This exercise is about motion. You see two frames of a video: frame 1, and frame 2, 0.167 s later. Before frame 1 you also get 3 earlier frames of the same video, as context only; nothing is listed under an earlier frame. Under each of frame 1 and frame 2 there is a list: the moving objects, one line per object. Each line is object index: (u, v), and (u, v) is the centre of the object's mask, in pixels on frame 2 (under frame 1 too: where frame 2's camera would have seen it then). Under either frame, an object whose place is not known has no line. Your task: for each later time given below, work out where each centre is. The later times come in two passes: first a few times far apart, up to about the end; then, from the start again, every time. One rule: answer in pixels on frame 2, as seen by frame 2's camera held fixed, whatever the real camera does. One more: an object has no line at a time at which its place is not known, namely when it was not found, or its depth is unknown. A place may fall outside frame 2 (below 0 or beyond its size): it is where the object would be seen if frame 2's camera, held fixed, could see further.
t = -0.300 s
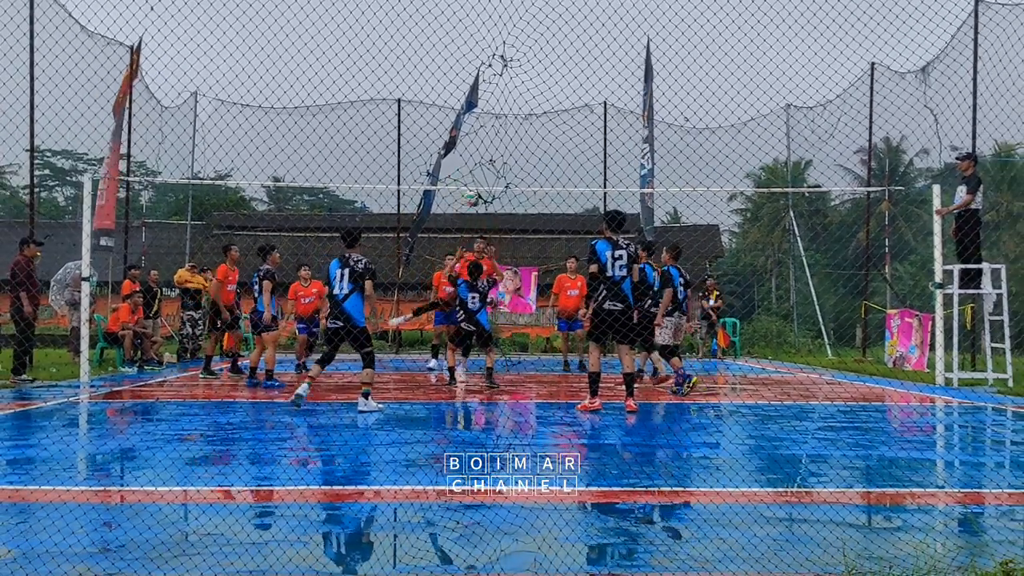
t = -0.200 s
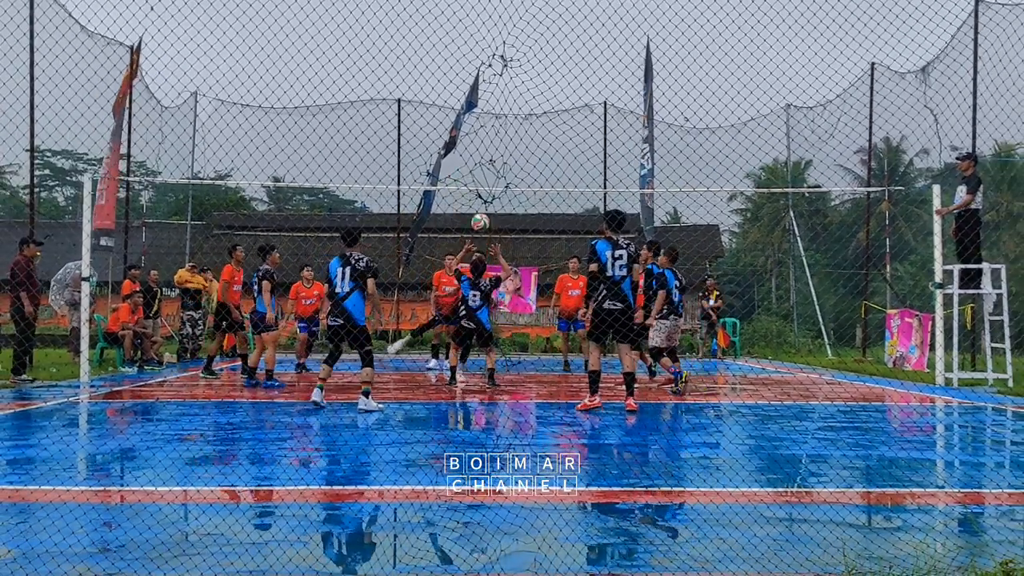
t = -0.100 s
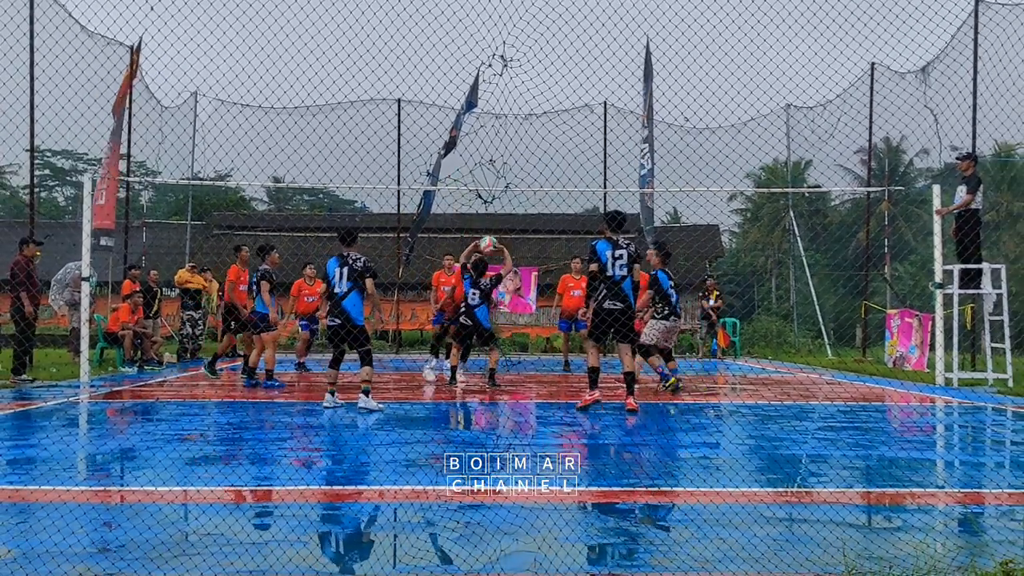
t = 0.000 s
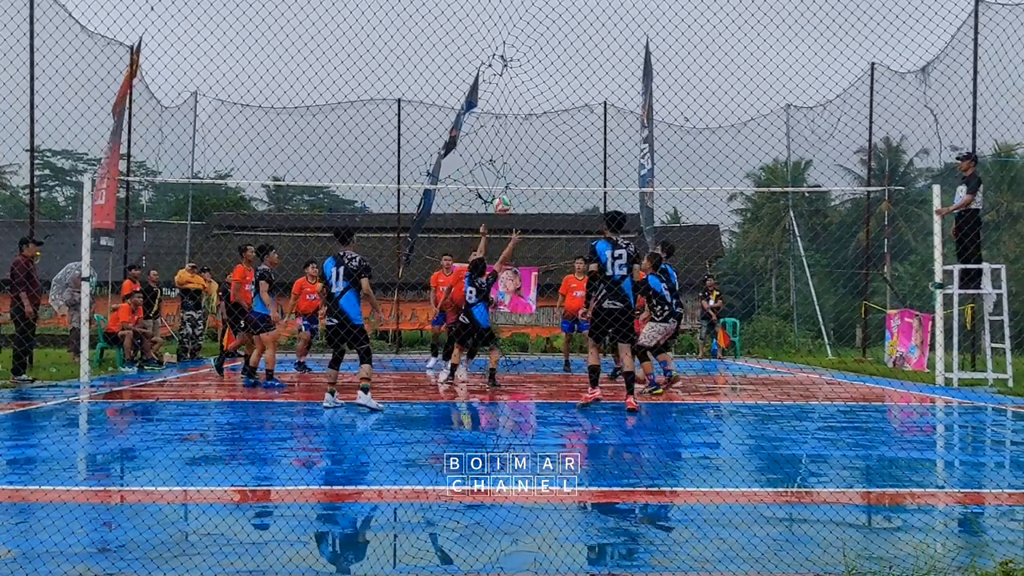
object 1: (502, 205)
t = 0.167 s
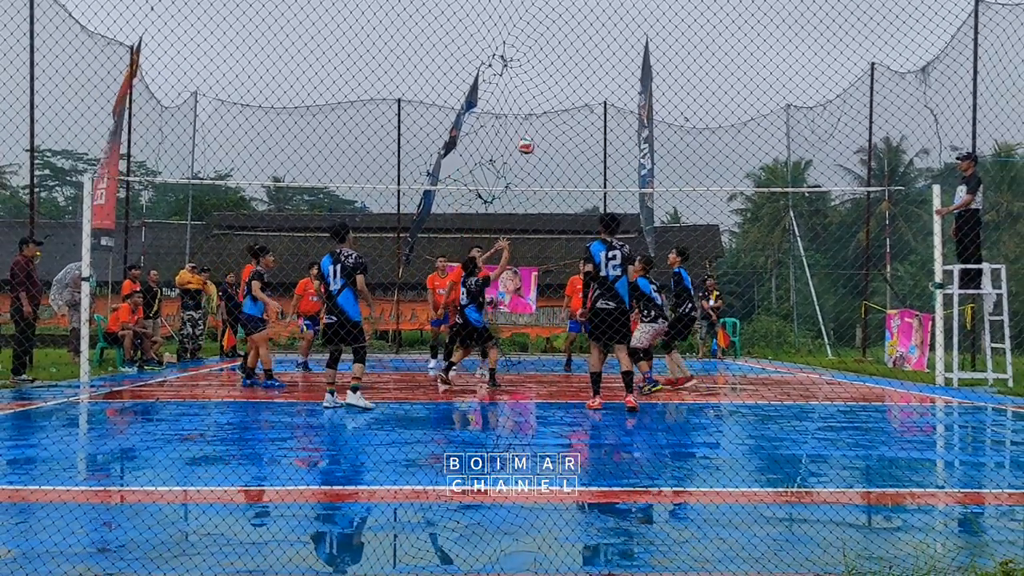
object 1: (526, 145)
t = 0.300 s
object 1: (545, 115)
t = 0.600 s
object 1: (587, 102)
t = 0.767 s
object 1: (611, 127)
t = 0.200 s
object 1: (529, 136)
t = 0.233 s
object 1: (534, 126)
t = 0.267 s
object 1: (540, 121)
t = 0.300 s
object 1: (545, 115)
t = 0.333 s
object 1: (550, 110)
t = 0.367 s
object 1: (554, 106)
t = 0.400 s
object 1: (559, 102)
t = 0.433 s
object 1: (564, 100)
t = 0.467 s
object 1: (569, 98)
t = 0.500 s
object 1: (573, 98)
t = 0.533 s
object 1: (578, 98)
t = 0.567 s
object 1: (583, 99)
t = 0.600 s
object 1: (587, 102)
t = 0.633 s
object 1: (592, 105)
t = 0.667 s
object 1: (596, 108)
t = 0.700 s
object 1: (601, 113)
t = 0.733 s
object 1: (606, 120)
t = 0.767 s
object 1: (611, 127)
